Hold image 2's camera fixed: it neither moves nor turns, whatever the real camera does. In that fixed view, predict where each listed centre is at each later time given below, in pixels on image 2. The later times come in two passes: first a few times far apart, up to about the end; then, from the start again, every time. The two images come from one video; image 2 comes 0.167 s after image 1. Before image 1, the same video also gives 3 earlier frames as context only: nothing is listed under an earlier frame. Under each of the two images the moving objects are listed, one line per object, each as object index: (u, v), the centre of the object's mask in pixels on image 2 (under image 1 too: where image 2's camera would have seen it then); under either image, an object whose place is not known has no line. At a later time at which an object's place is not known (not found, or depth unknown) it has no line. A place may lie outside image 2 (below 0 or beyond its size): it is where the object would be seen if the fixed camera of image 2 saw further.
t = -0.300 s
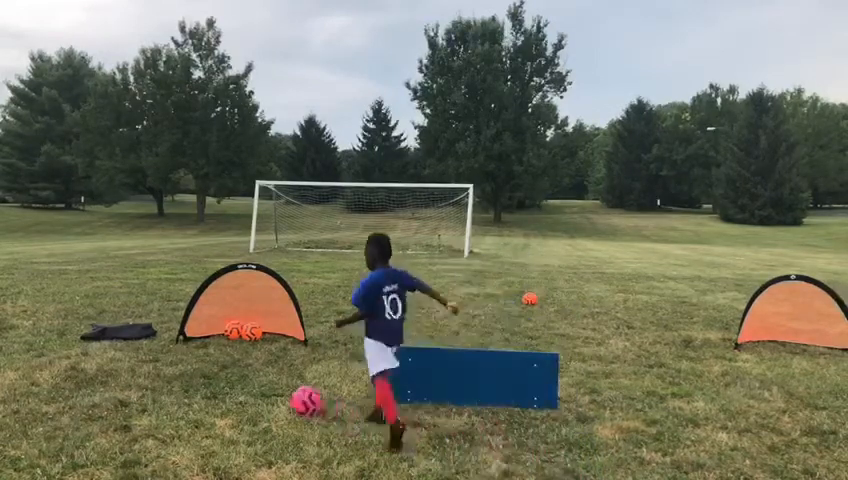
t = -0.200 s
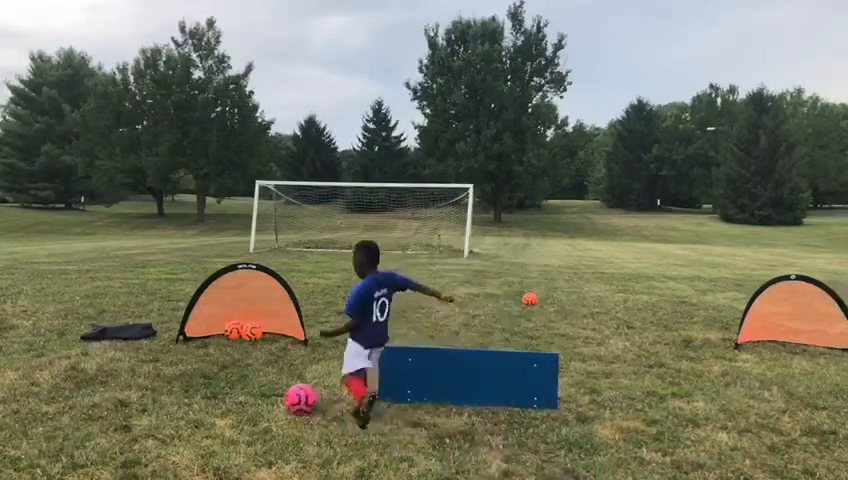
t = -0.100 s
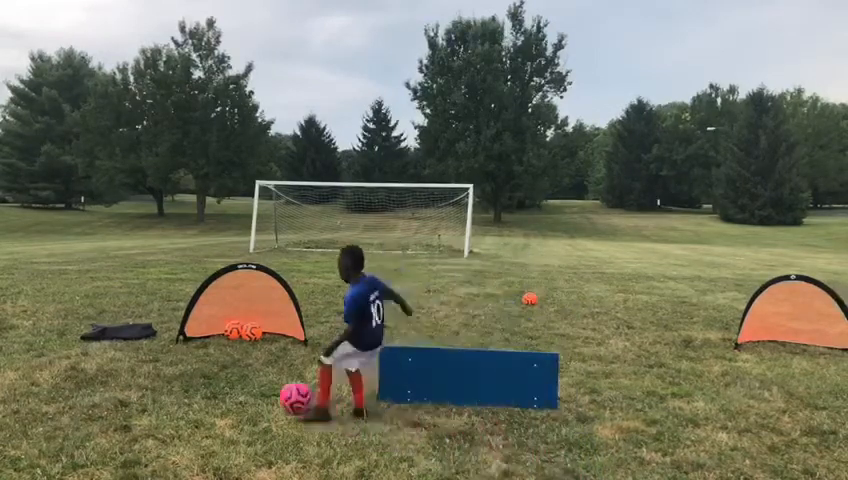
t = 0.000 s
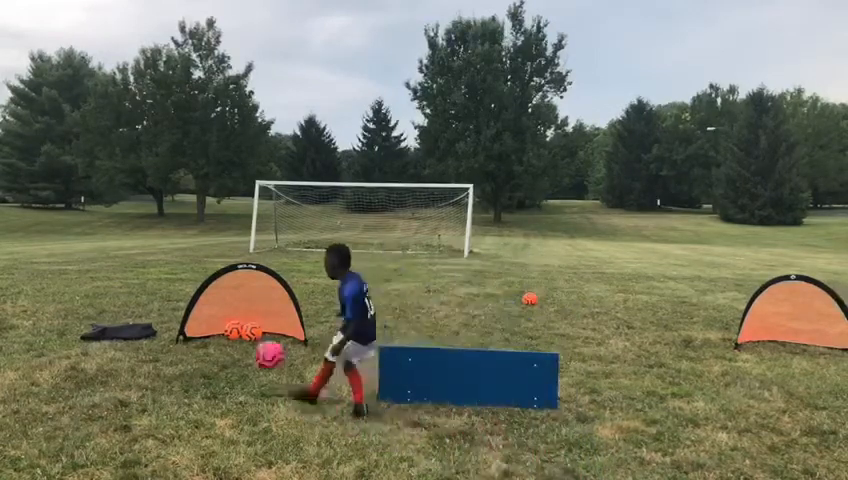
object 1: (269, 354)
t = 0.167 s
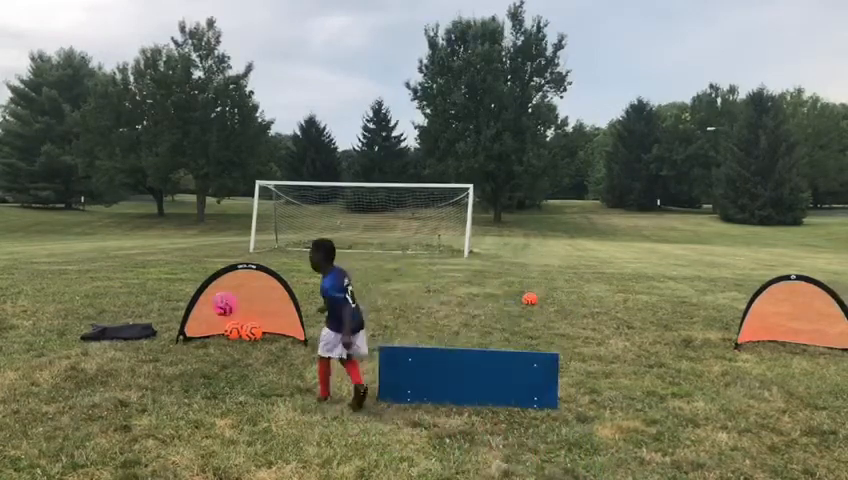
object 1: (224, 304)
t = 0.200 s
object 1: (218, 299)
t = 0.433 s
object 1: (174, 302)
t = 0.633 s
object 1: (150, 316)
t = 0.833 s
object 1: (133, 311)
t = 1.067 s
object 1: (120, 299)
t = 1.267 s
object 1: (111, 299)
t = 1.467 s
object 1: (103, 295)
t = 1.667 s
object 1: (96, 294)
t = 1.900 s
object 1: (91, 290)
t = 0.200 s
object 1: (218, 299)
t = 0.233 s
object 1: (210, 297)
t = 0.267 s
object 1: (203, 294)
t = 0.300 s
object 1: (197, 293)
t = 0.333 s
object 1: (191, 293)
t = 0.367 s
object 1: (187, 295)
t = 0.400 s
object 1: (180, 297)
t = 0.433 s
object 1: (174, 302)
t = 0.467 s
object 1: (169, 305)
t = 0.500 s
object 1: (164, 310)
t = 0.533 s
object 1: (158, 317)
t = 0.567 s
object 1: (154, 321)
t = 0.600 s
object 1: (153, 319)
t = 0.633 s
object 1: (150, 316)
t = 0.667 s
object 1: (145, 313)
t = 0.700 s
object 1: (144, 310)
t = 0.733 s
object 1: (140, 309)
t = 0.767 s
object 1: (136, 309)
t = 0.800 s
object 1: (134, 309)
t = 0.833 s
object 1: (133, 311)
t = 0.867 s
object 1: (130, 312)
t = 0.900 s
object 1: (128, 310)
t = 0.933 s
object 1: (127, 306)
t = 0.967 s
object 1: (125, 303)
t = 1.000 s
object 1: (122, 301)
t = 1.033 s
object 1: (122, 300)
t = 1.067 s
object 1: (120, 299)
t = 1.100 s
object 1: (120, 300)
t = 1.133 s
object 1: (117, 302)
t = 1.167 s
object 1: (116, 303)
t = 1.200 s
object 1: (115, 302)
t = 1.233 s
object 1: (113, 300)
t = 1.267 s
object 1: (111, 299)
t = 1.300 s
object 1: (111, 298)
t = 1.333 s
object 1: (108, 297)
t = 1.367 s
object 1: (107, 297)
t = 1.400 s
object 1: (104, 298)
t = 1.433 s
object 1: (103, 297)
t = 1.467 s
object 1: (103, 295)
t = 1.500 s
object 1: (102, 295)
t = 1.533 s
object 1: (101, 294)
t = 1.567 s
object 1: (99, 293)
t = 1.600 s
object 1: (98, 293)
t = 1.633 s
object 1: (97, 294)
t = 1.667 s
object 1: (96, 294)
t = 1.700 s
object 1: (95, 292)
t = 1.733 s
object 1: (95, 292)
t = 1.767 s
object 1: (93, 292)
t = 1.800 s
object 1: (93, 292)
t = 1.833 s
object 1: (92, 291)
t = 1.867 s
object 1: (91, 290)
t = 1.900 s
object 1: (91, 290)
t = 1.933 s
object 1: (91, 290)
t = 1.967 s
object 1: (91, 290)
